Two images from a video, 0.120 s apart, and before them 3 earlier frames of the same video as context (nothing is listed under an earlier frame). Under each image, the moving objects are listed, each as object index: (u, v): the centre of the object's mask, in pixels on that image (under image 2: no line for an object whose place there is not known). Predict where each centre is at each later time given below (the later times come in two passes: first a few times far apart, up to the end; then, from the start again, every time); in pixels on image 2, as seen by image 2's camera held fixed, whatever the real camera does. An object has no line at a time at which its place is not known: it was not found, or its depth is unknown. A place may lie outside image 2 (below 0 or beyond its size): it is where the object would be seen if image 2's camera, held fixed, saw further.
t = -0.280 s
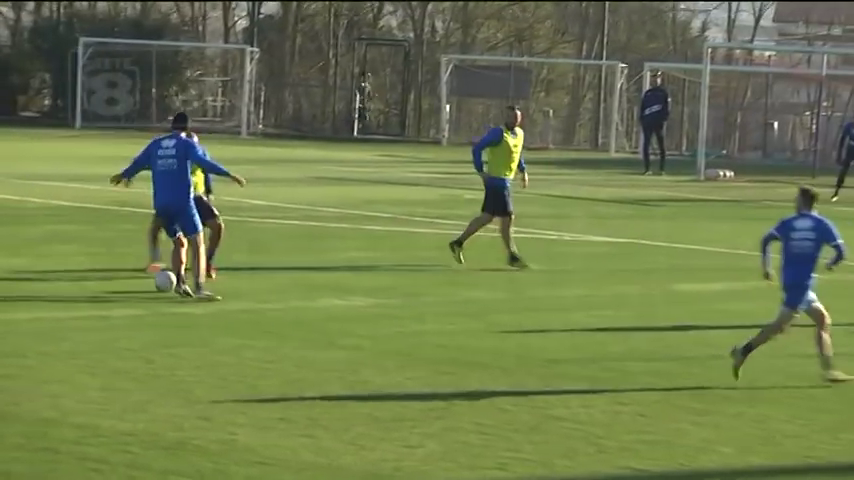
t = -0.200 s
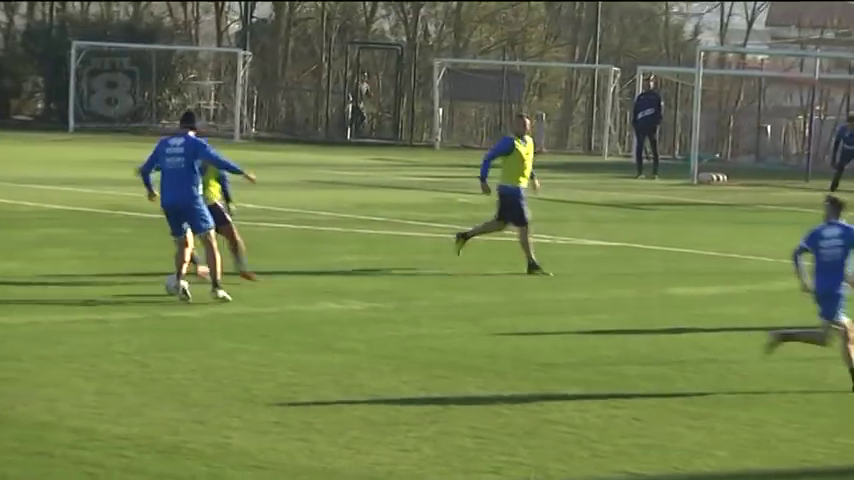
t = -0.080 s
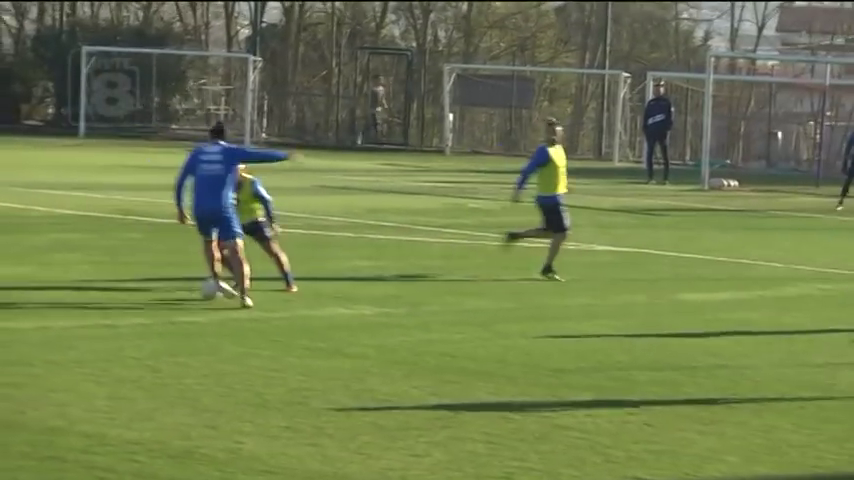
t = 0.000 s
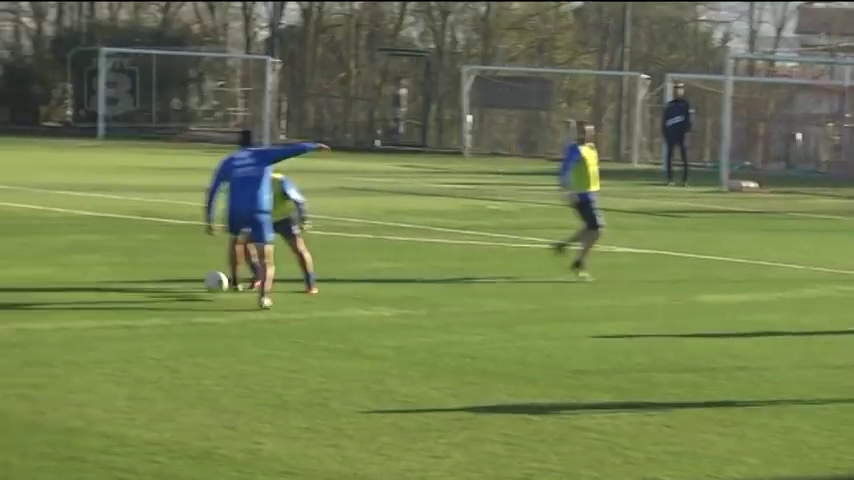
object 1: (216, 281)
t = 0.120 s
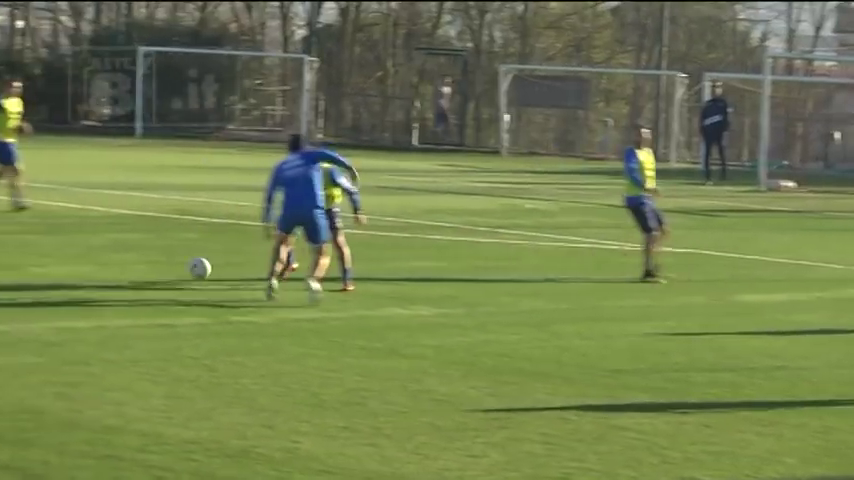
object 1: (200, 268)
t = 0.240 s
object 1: (152, 260)
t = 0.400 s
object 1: (92, 249)
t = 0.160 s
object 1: (182, 266)
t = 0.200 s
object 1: (166, 266)
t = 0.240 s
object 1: (152, 260)
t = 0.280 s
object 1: (138, 255)
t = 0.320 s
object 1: (124, 252)
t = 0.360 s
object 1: (108, 249)
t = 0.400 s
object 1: (92, 249)
